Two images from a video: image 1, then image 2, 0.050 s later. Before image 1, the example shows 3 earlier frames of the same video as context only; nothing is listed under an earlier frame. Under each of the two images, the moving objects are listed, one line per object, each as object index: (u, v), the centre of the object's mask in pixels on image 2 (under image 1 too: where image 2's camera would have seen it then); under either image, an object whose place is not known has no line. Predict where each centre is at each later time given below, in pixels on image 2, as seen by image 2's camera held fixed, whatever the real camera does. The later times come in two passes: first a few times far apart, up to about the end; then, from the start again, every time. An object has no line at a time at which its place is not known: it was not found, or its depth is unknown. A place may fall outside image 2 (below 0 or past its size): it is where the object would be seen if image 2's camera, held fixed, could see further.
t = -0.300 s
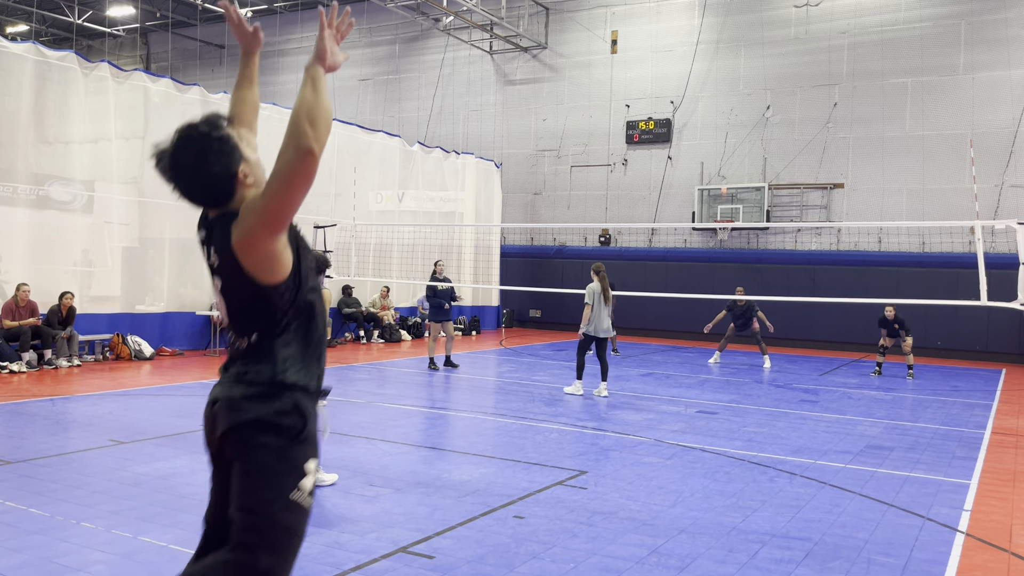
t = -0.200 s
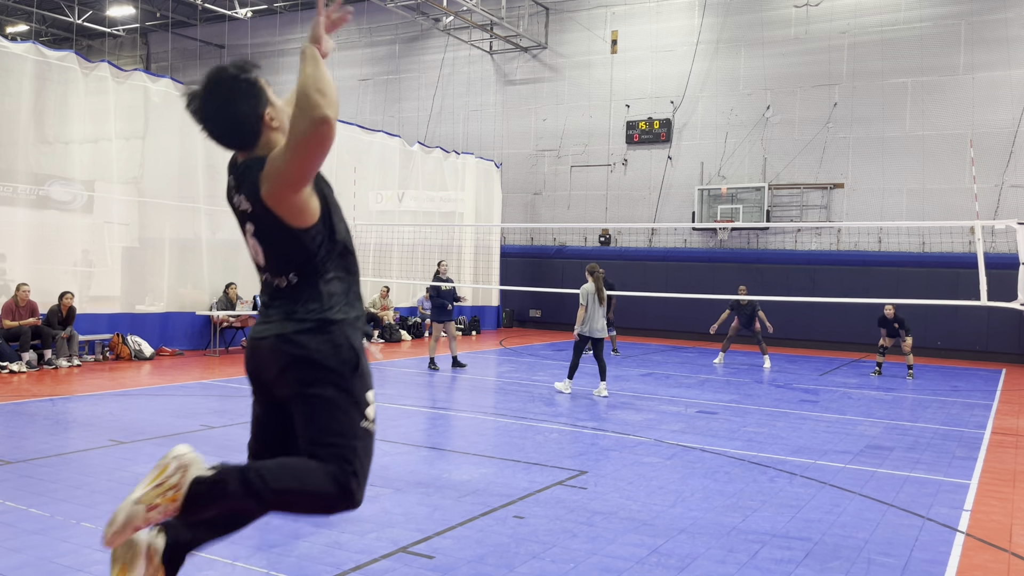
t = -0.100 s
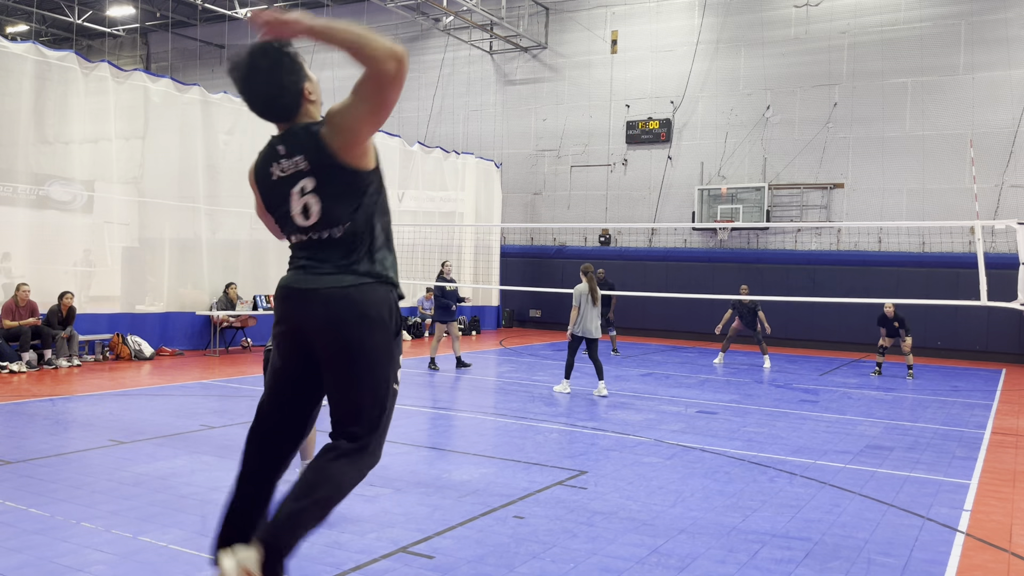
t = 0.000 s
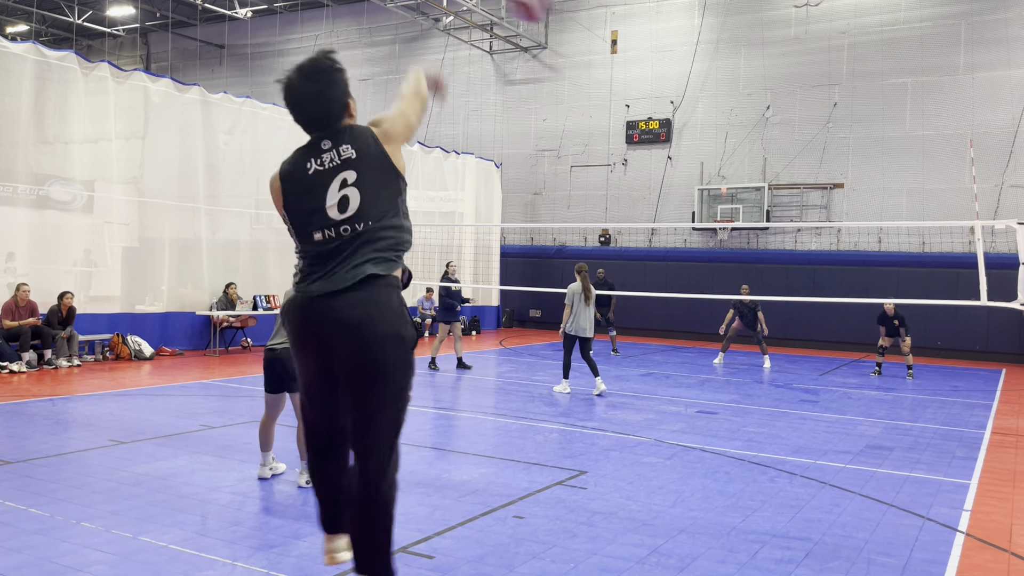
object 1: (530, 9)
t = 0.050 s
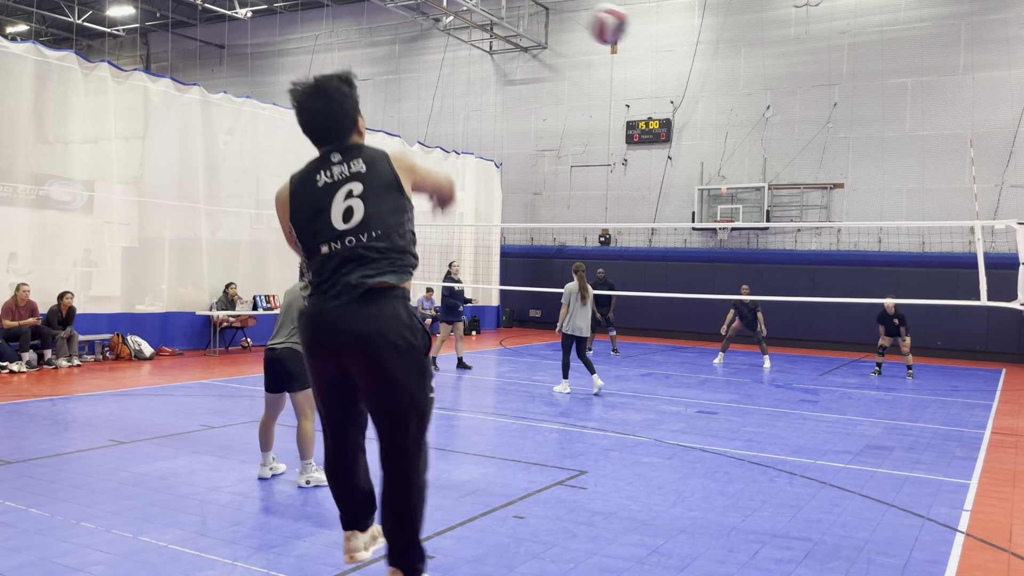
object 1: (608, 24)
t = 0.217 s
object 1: (739, 90)
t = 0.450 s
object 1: (813, 172)
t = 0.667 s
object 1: (843, 246)
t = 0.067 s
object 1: (628, 32)
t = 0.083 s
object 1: (646, 40)
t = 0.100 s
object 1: (663, 47)
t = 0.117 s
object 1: (678, 54)
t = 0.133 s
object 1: (690, 60)
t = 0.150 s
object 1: (702, 66)
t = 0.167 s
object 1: (712, 72)
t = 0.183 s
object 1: (722, 78)
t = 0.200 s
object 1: (730, 84)
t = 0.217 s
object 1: (739, 90)
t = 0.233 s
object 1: (746, 96)
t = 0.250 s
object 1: (754, 102)
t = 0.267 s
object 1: (760, 108)
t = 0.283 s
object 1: (766, 114)
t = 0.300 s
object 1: (772, 120)
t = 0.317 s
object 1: (778, 125)
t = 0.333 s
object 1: (783, 131)
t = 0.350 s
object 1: (788, 137)
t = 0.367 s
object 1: (793, 143)
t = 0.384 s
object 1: (797, 148)
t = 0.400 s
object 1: (802, 154)
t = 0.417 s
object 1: (805, 160)
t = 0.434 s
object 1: (810, 166)
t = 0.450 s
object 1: (813, 172)
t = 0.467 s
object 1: (817, 178)
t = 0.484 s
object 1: (820, 184)
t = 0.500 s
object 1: (823, 190)
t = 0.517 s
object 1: (825, 195)
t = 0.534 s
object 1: (828, 201)
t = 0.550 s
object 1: (831, 206)
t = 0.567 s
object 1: (833, 212)
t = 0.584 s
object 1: (835, 217)
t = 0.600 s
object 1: (837, 223)
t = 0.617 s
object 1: (839, 231)
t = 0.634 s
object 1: (840, 235)
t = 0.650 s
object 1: (842, 241)
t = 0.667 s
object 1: (843, 246)
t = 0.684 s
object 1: (844, 251)
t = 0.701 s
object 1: (846, 256)
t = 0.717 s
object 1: (847, 261)
